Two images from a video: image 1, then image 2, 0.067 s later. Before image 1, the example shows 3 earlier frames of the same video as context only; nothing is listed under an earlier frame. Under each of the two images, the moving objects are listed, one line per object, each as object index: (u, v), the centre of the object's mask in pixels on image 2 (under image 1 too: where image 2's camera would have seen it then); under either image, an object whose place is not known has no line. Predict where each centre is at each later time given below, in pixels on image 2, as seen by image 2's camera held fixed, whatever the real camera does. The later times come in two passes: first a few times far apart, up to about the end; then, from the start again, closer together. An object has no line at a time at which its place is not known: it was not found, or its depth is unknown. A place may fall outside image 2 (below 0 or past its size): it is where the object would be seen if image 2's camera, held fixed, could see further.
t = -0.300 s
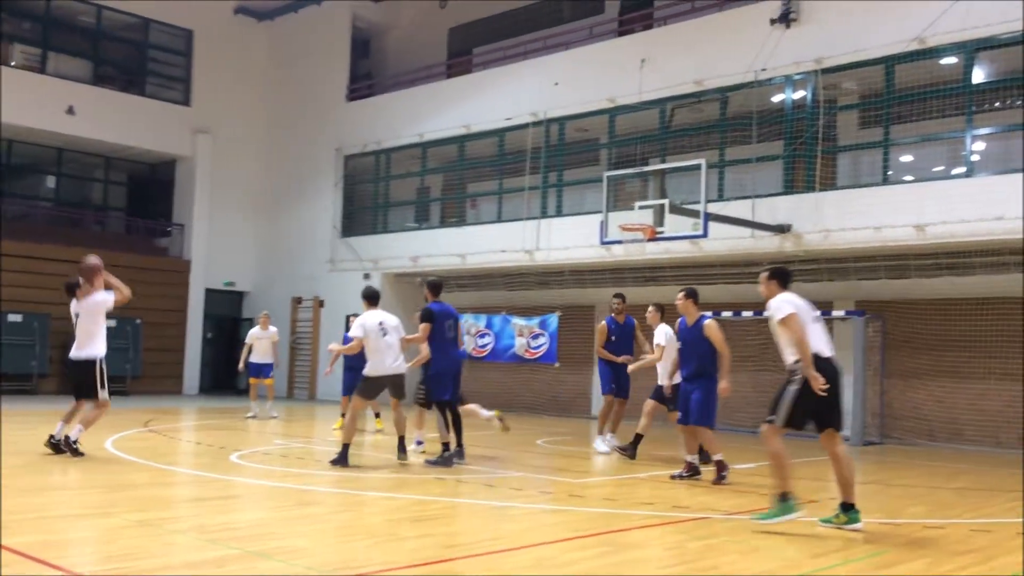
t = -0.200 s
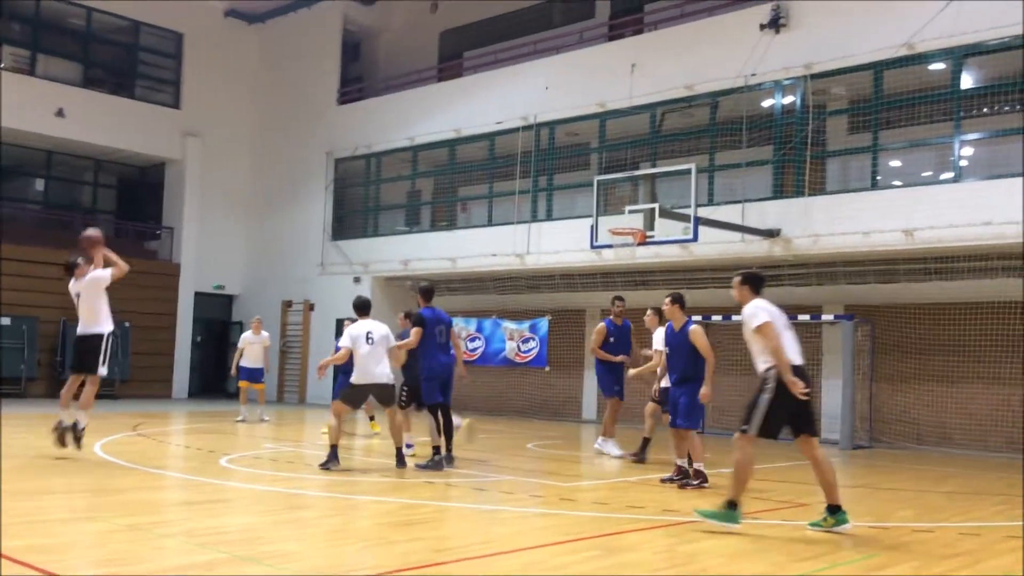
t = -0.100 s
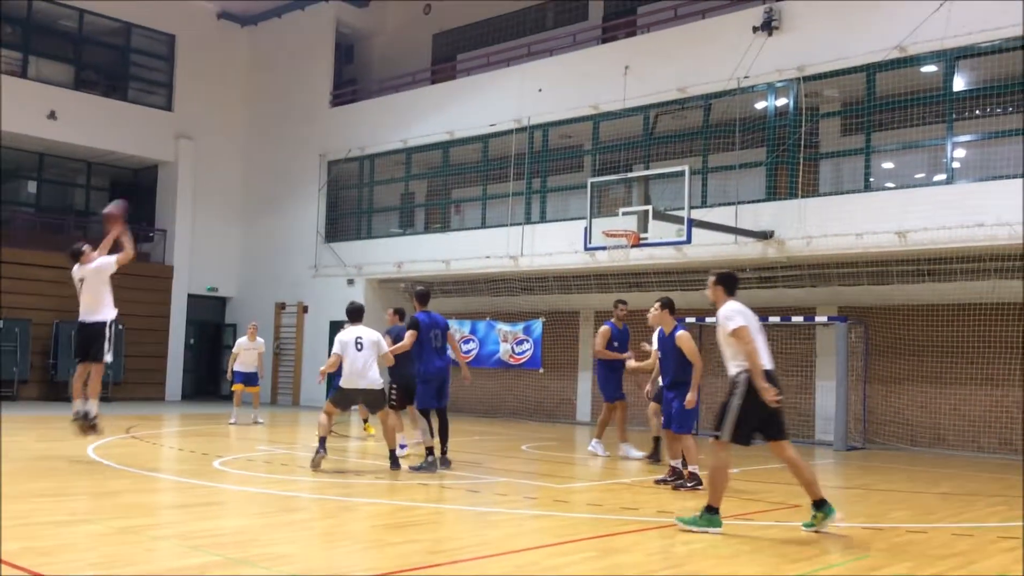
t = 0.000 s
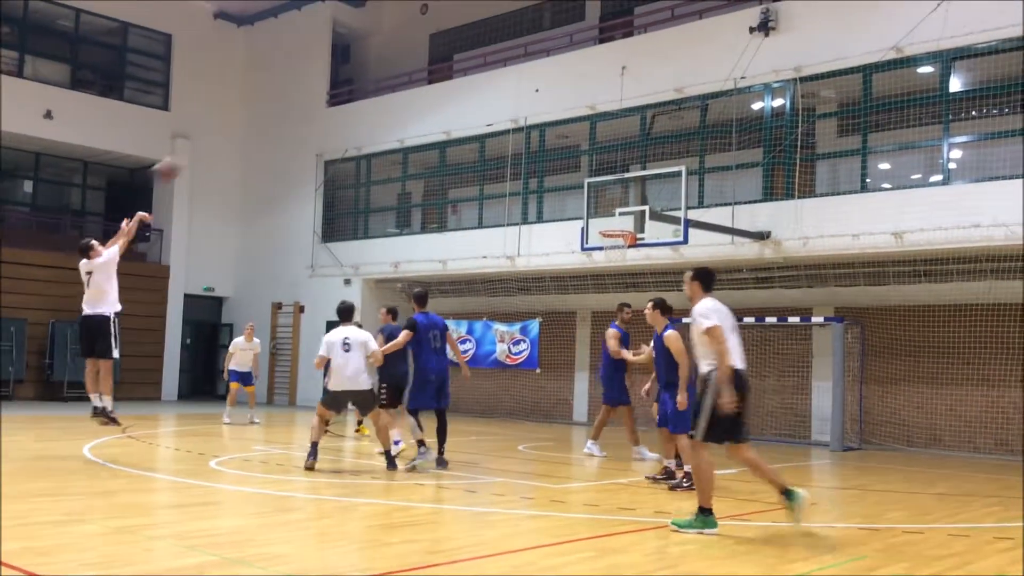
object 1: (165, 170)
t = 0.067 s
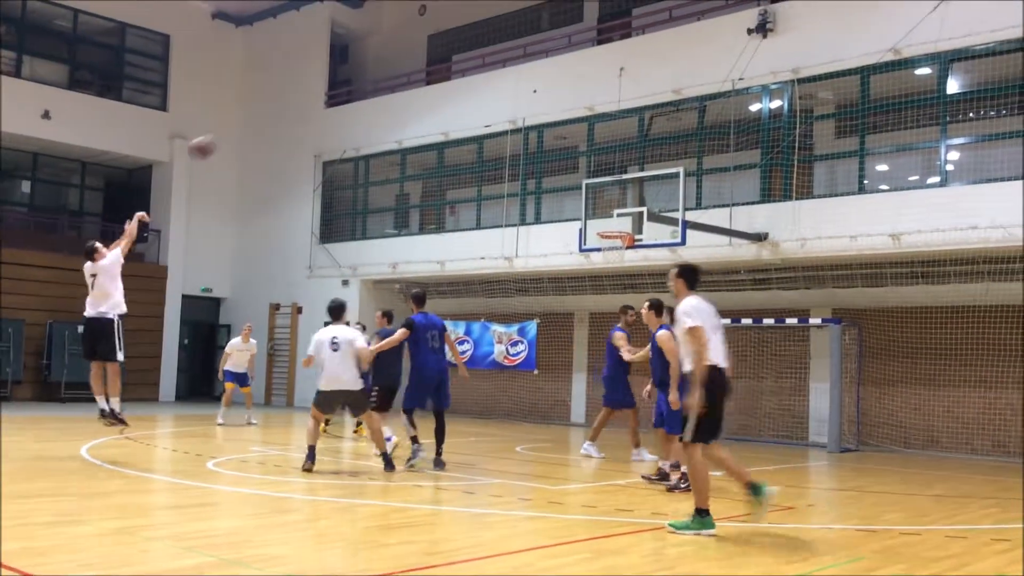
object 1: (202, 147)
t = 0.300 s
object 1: (320, 98)
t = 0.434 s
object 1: (379, 90)
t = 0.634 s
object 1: (462, 108)
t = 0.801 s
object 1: (522, 140)
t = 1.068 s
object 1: (605, 225)
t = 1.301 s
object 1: (639, 281)
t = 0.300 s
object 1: (320, 98)
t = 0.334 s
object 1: (336, 95)
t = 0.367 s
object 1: (349, 92)
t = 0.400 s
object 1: (364, 91)
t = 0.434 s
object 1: (379, 90)
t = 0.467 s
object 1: (393, 91)
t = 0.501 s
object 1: (407, 93)
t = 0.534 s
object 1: (421, 98)
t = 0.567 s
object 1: (435, 100)
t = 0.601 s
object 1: (448, 104)
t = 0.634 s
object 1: (462, 108)
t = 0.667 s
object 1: (473, 113)
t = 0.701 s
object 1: (485, 118)
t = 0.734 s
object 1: (497, 124)
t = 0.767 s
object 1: (507, 131)
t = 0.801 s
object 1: (522, 140)
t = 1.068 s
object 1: (605, 225)
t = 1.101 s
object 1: (614, 238)
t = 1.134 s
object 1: (624, 249)
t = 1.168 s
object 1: (628, 252)
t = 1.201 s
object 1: (630, 259)
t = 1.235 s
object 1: (633, 266)
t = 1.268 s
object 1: (637, 272)
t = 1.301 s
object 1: (639, 281)
